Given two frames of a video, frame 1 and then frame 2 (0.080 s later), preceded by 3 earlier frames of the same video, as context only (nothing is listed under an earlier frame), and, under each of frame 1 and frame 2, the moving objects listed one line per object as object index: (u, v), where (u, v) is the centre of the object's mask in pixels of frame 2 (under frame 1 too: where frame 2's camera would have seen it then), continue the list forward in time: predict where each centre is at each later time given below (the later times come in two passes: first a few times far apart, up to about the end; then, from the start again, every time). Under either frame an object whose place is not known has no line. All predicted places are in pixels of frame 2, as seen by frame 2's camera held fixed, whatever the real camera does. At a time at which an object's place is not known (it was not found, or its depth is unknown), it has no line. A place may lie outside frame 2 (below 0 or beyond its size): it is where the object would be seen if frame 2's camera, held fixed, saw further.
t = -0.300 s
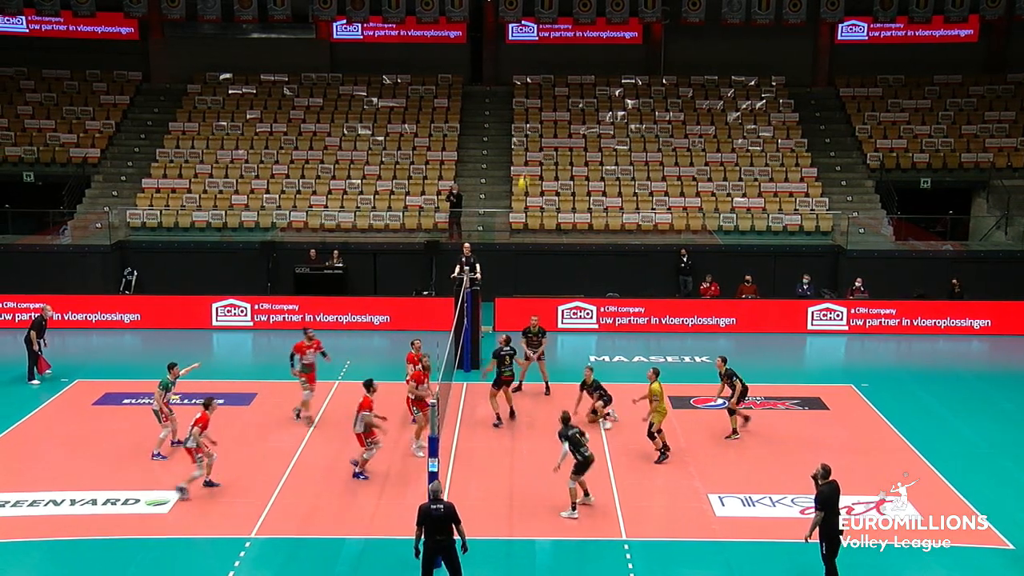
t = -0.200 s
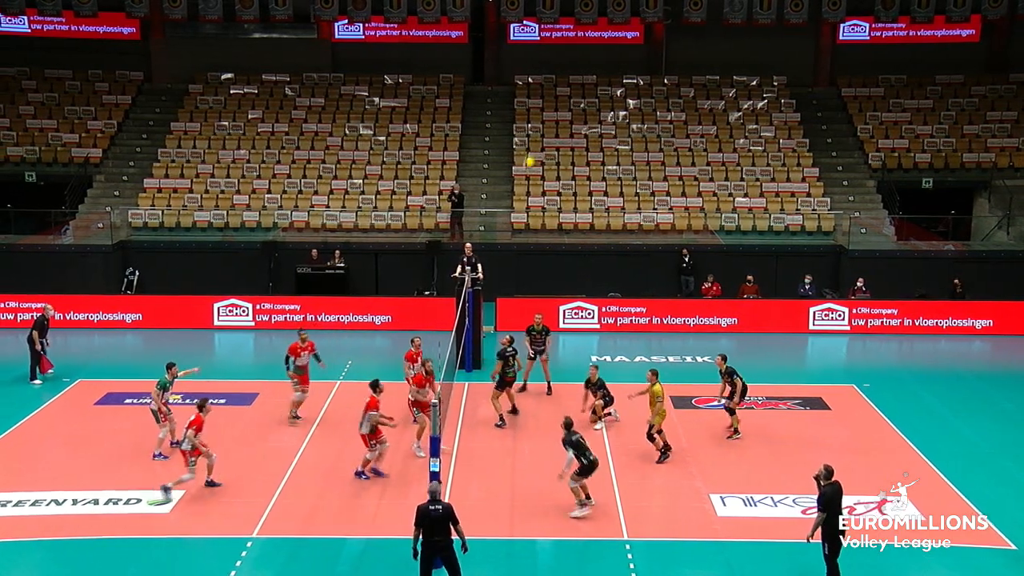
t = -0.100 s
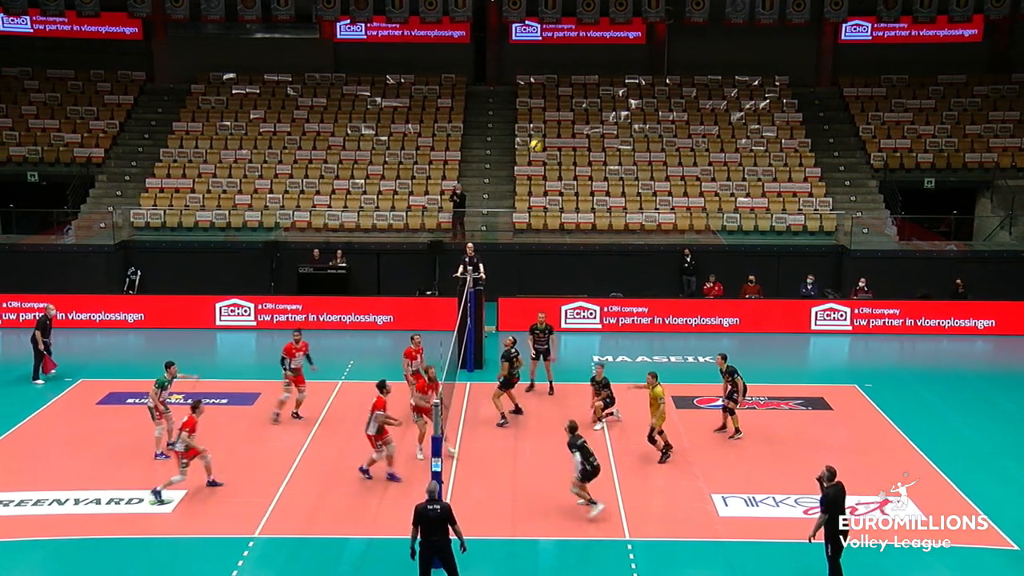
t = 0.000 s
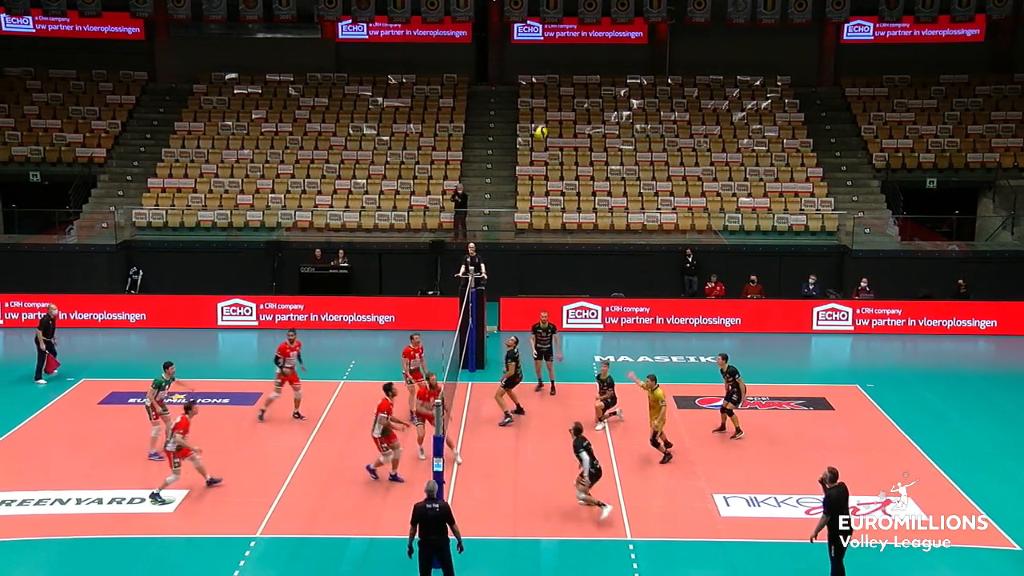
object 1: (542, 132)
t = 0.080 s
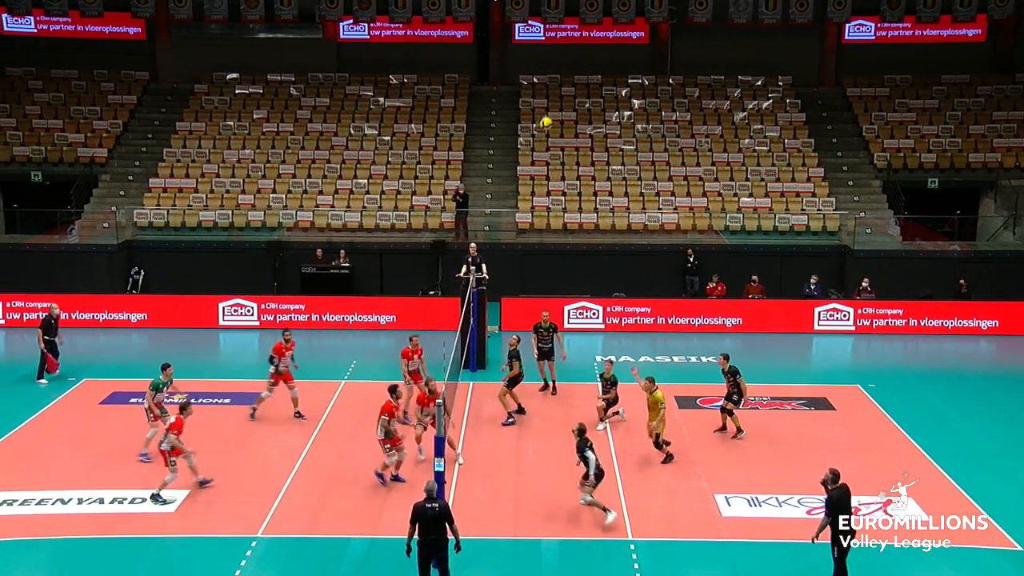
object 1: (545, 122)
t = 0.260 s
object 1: (555, 109)
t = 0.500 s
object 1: (566, 109)
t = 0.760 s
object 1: (579, 133)
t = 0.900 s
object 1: (586, 158)
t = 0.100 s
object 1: (546, 121)
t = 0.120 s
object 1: (548, 119)
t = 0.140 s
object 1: (549, 117)
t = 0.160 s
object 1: (549, 116)
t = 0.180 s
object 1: (551, 114)
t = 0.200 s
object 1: (552, 113)
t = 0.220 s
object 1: (553, 111)
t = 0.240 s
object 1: (553, 110)
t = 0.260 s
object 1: (555, 109)
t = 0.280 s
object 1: (555, 109)
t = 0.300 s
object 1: (557, 108)
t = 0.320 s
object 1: (558, 108)
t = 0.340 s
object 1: (558, 108)
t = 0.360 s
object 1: (559, 107)
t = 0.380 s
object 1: (560, 107)
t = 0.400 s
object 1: (562, 107)
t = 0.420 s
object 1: (563, 108)
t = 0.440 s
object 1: (563, 108)
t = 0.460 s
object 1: (564, 108)
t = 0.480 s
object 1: (565, 109)
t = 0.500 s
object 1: (566, 109)
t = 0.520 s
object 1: (567, 109)
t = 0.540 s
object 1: (568, 111)
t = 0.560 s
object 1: (569, 113)
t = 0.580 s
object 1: (570, 115)
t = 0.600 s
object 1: (571, 116)
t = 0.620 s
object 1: (572, 118)
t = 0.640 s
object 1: (573, 120)
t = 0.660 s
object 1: (575, 122)
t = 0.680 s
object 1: (575, 124)
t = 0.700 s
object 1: (576, 125)
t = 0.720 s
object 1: (577, 128)
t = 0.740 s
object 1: (579, 131)
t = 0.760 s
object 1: (579, 133)
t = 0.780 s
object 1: (580, 136)
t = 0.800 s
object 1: (582, 140)
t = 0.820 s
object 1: (583, 143)
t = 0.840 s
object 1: (584, 147)
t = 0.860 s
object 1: (584, 149)
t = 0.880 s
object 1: (585, 154)
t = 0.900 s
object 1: (586, 158)
